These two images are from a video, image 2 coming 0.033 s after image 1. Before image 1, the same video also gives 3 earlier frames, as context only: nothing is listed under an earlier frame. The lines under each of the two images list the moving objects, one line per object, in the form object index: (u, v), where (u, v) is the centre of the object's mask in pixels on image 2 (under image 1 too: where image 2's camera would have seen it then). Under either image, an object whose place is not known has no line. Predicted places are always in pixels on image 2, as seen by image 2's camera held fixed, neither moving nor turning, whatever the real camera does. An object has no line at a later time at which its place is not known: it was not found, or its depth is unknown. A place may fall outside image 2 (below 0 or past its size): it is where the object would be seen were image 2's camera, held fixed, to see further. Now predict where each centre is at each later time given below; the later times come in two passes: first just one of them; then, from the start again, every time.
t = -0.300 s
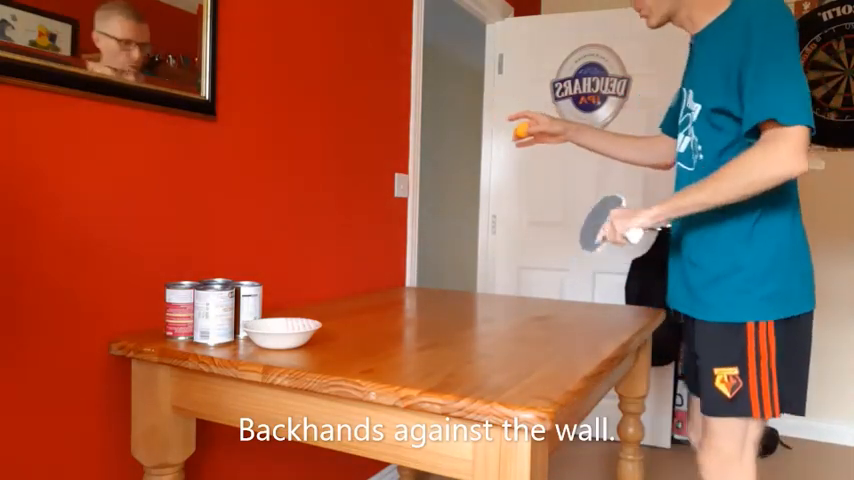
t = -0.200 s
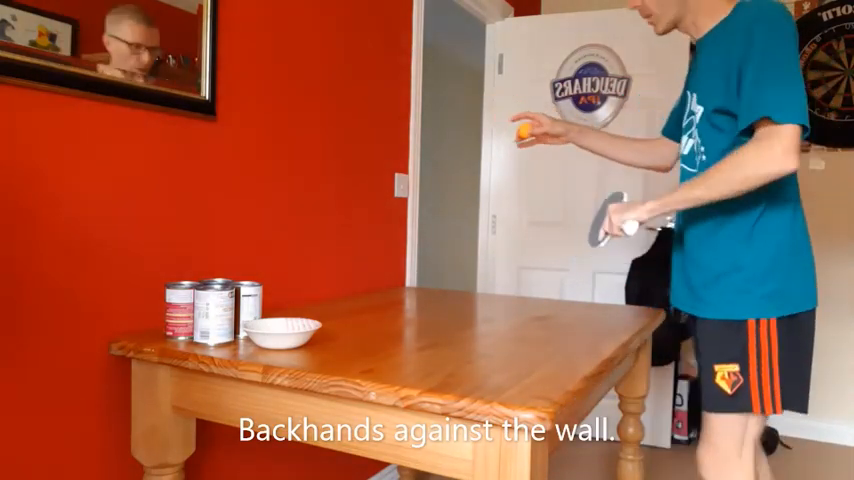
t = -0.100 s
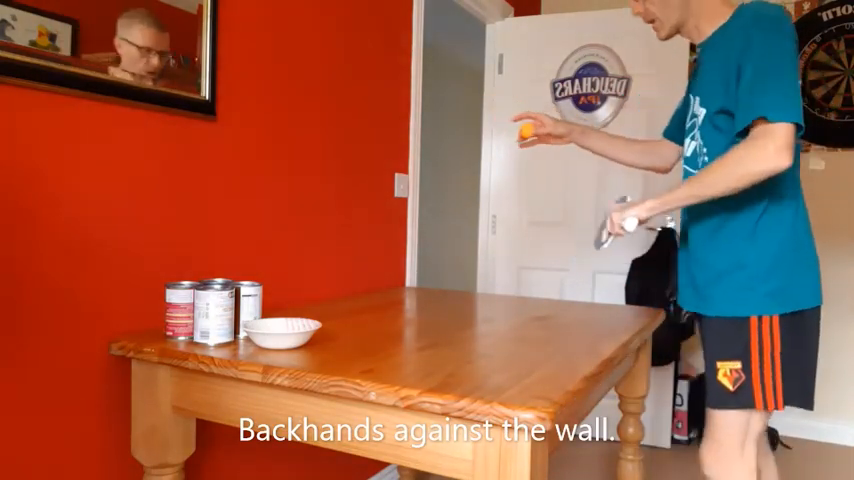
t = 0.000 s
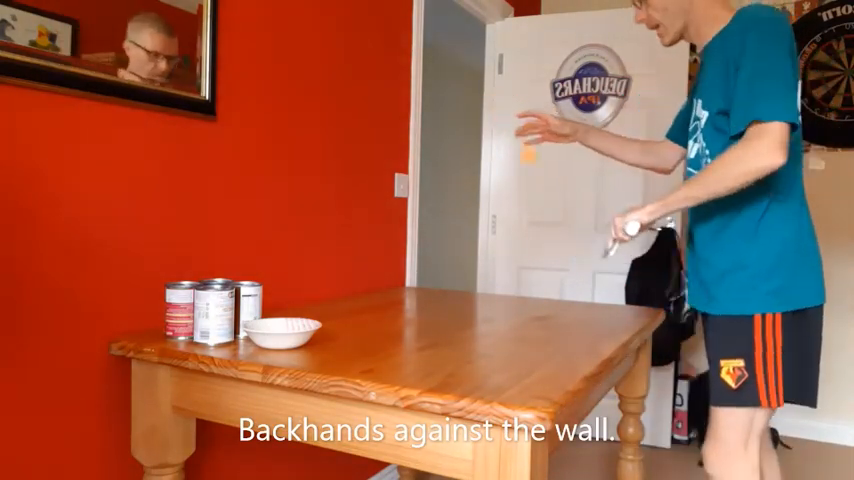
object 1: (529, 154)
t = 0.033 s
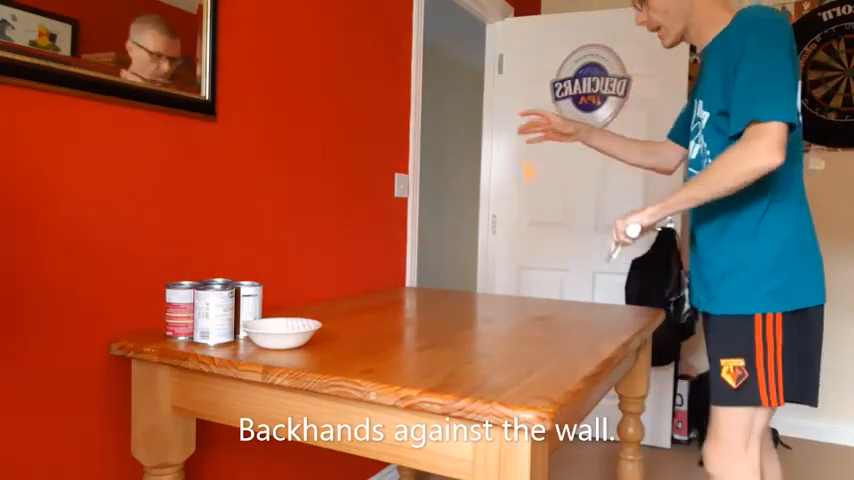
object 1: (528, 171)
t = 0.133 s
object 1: (528, 241)
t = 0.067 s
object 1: (529, 189)
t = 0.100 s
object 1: (528, 212)
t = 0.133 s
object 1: (528, 241)
